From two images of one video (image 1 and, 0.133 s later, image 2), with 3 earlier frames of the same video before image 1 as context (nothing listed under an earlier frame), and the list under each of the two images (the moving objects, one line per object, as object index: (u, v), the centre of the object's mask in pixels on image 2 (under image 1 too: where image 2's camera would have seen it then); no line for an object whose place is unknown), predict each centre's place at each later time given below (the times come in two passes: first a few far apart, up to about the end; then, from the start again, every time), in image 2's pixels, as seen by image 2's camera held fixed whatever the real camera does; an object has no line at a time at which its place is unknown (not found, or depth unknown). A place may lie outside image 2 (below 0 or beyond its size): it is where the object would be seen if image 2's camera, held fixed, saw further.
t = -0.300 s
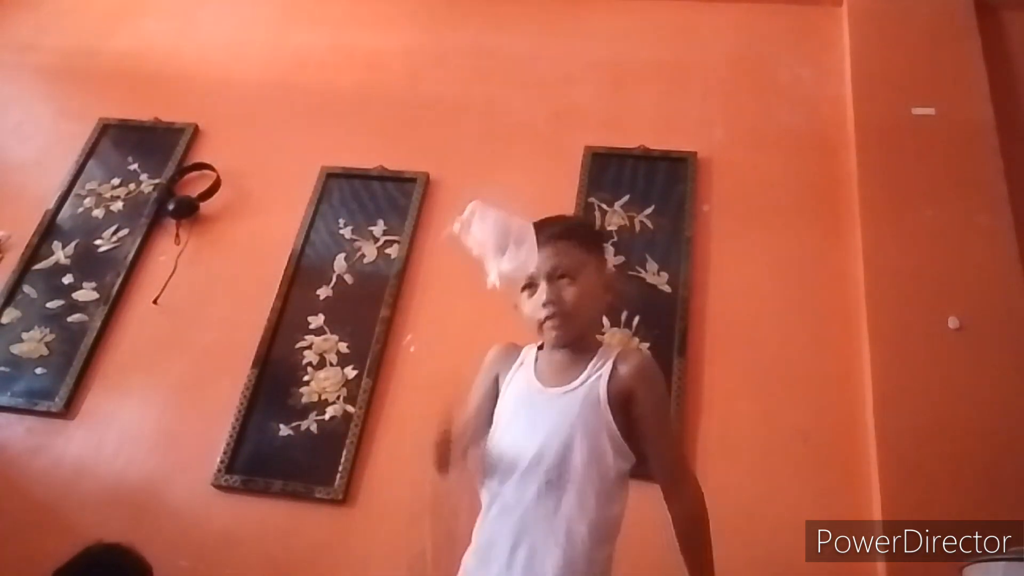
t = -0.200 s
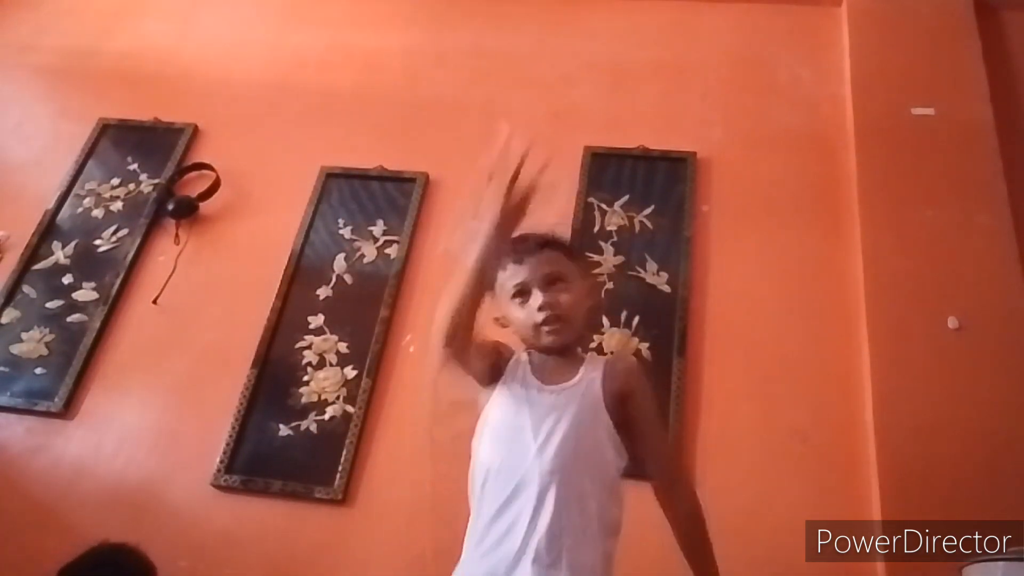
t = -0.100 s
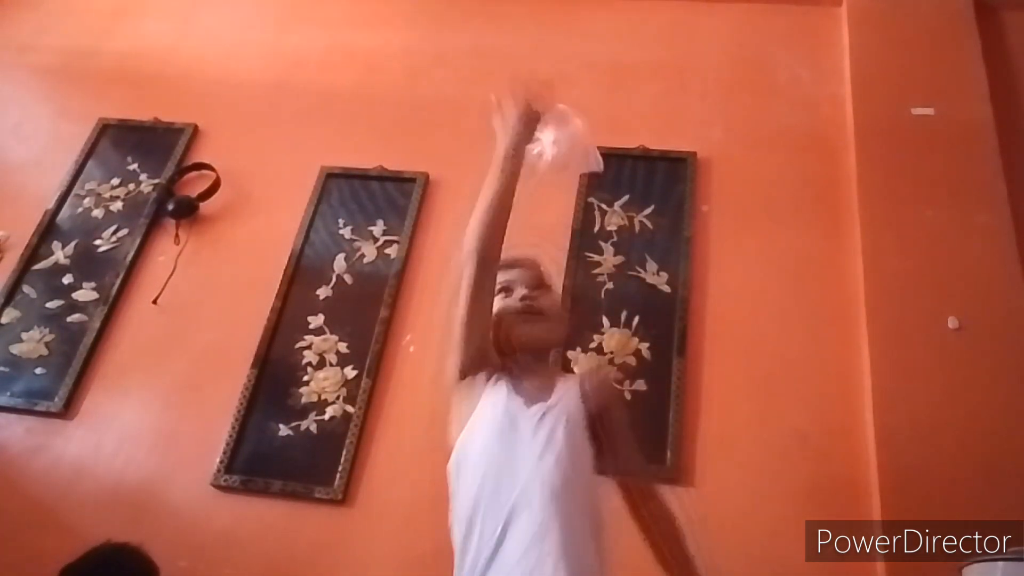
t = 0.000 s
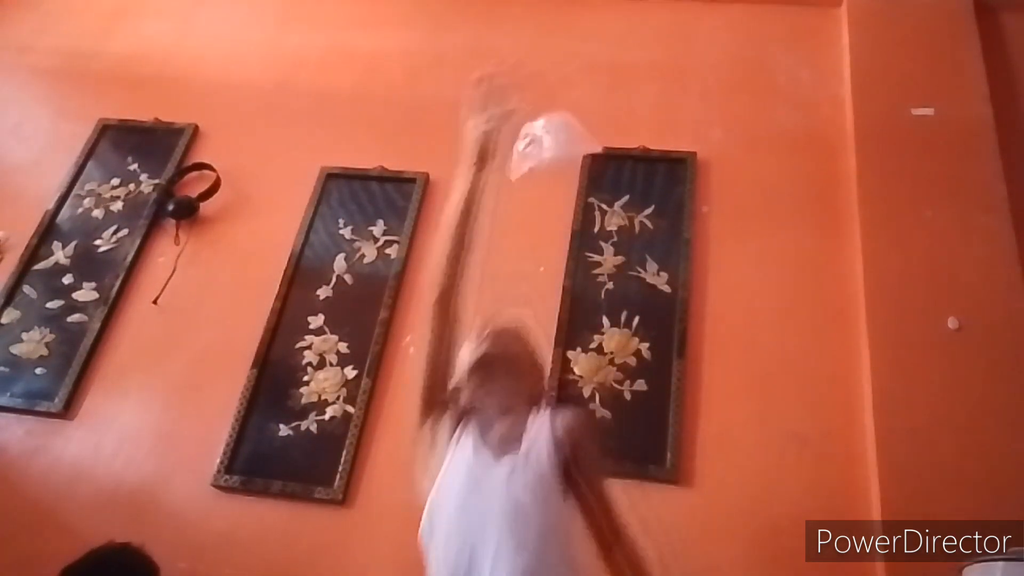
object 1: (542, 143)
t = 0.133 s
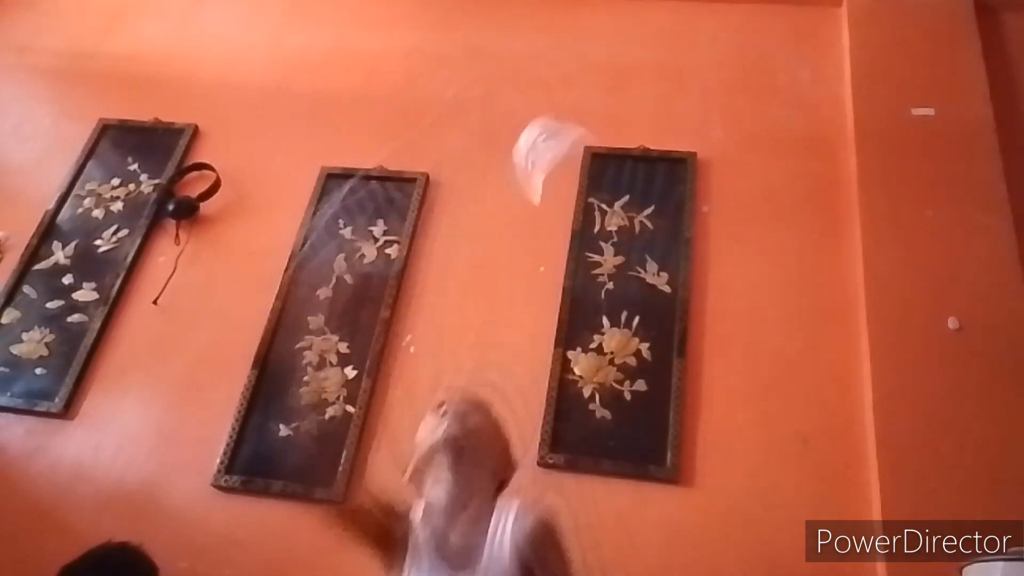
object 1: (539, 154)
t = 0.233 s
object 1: (534, 171)
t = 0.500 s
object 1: (521, 274)
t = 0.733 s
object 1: (505, 377)
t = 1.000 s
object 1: (469, 490)
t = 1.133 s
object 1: (451, 550)
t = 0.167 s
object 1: (539, 158)
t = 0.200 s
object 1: (537, 164)
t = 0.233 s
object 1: (534, 171)
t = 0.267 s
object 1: (530, 178)
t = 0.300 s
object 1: (524, 184)
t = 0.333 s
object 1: (514, 194)
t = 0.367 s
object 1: (511, 209)
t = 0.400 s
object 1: (506, 228)
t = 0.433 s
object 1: (517, 247)
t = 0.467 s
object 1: (521, 260)
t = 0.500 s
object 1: (521, 274)
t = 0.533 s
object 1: (522, 288)
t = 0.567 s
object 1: (521, 303)
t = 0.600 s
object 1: (519, 317)
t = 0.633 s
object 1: (517, 331)
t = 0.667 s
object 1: (513, 346)
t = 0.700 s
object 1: (509, 361)
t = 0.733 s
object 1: (505, 377)
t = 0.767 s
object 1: (499, 390)
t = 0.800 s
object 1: (490, 405)
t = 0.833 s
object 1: (487, 419)
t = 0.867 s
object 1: (479, 433)
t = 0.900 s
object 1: (476, 449)
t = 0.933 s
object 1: (473, 462)
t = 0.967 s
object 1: (470, 477)
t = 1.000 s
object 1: (469, 490)
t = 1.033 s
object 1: (466, 504)
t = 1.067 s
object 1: (462, 519)
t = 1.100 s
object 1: (455, 535)
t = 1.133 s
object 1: (451, 550)
